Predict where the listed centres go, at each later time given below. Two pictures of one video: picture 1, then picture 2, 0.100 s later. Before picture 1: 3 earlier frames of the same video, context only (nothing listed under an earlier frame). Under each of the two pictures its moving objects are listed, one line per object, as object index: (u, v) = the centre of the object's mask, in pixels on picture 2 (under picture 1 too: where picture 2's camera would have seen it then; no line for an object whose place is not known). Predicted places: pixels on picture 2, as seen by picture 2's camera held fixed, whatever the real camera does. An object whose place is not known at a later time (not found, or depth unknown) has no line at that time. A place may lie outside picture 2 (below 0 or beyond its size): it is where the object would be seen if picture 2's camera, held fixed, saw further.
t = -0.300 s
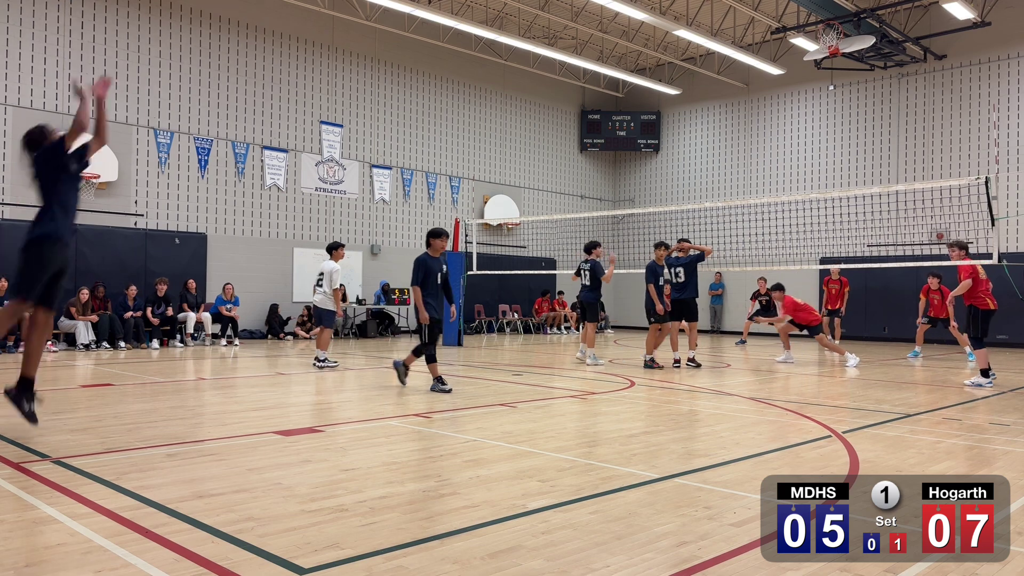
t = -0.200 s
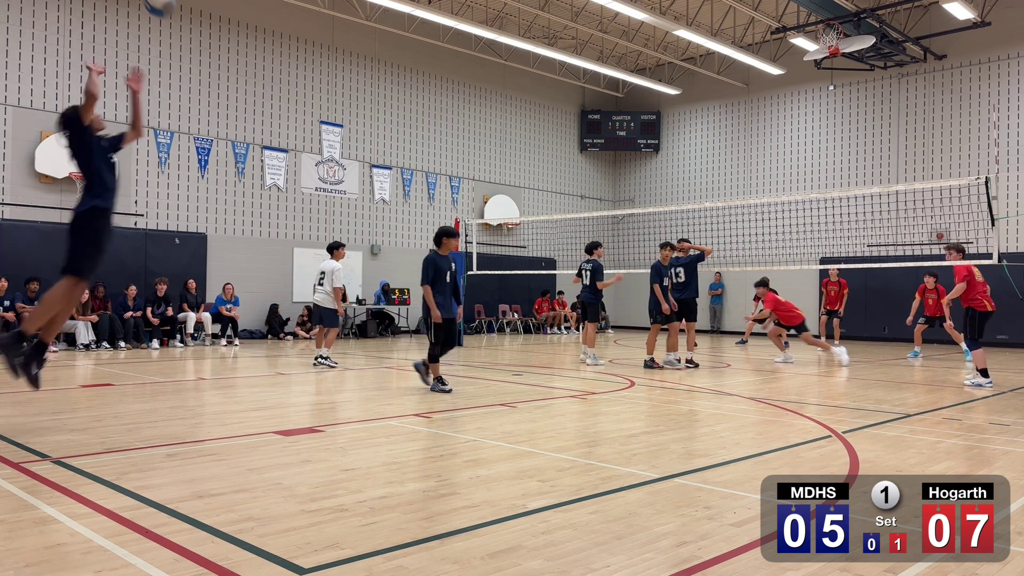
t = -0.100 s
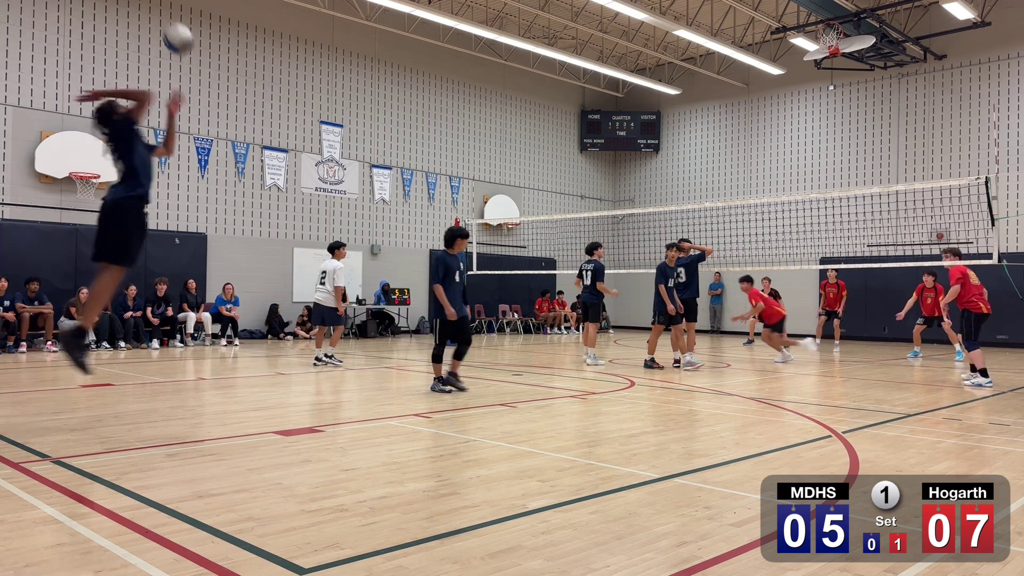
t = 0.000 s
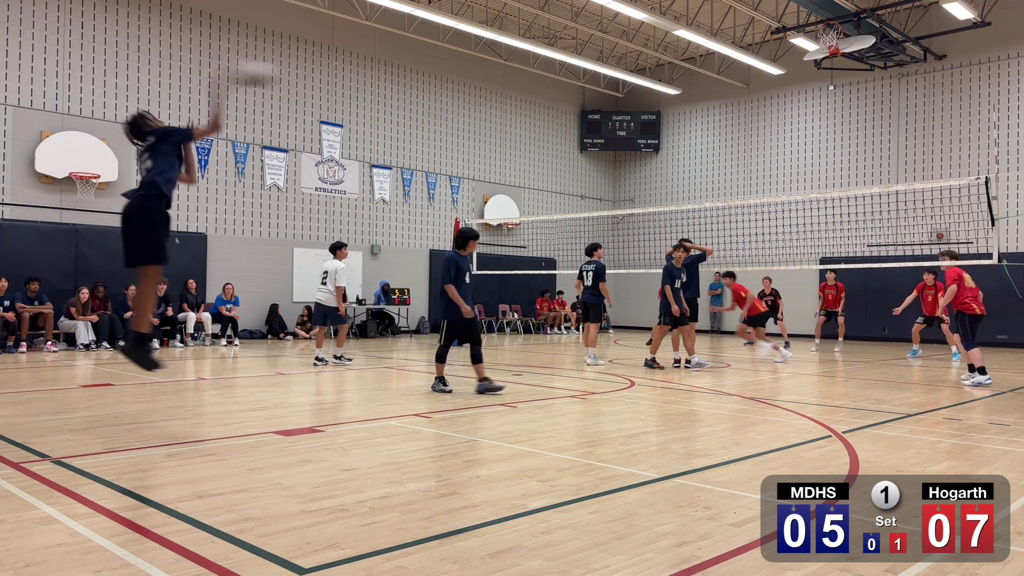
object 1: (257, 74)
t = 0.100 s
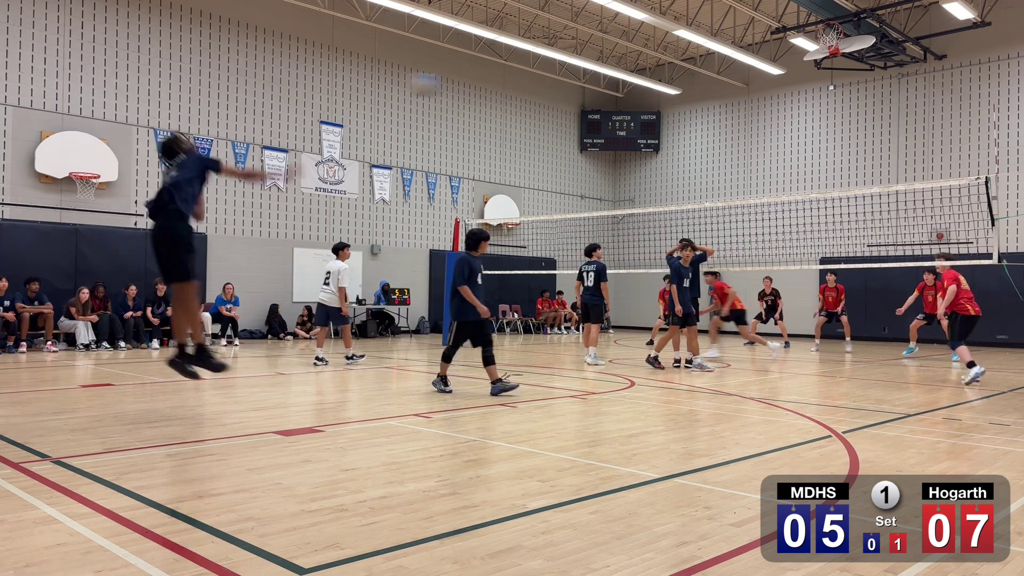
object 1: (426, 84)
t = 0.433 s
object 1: (752, 146)
